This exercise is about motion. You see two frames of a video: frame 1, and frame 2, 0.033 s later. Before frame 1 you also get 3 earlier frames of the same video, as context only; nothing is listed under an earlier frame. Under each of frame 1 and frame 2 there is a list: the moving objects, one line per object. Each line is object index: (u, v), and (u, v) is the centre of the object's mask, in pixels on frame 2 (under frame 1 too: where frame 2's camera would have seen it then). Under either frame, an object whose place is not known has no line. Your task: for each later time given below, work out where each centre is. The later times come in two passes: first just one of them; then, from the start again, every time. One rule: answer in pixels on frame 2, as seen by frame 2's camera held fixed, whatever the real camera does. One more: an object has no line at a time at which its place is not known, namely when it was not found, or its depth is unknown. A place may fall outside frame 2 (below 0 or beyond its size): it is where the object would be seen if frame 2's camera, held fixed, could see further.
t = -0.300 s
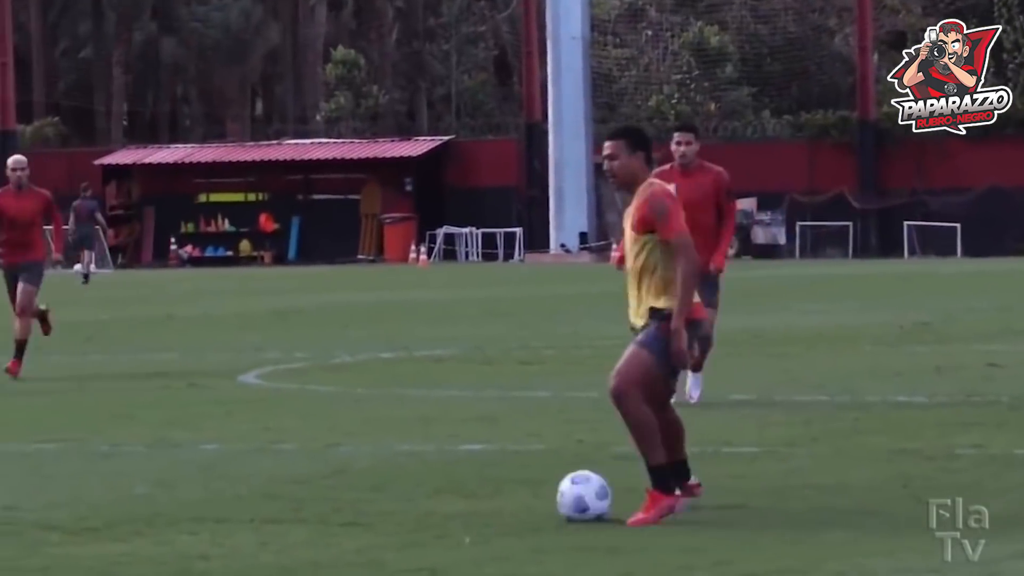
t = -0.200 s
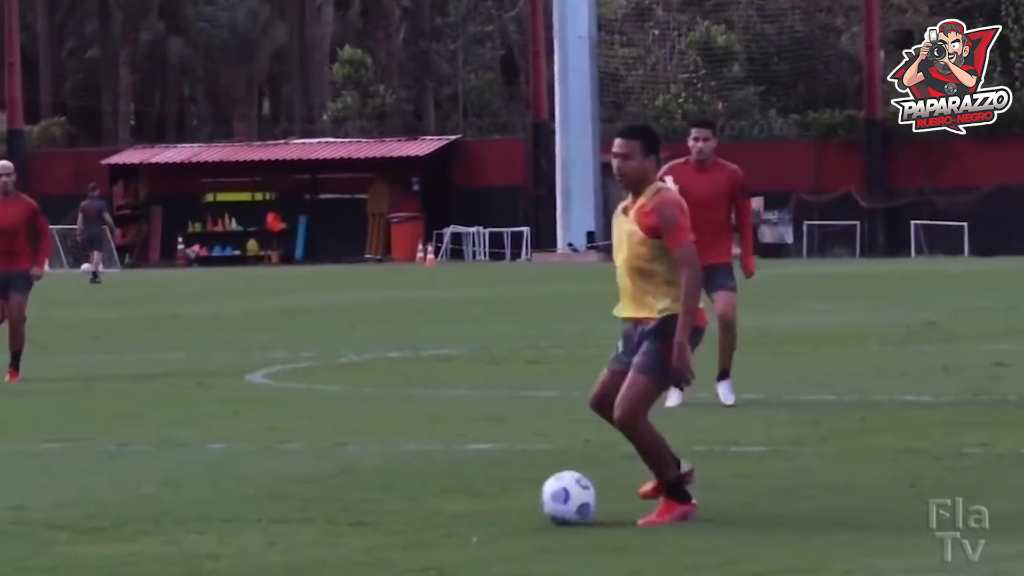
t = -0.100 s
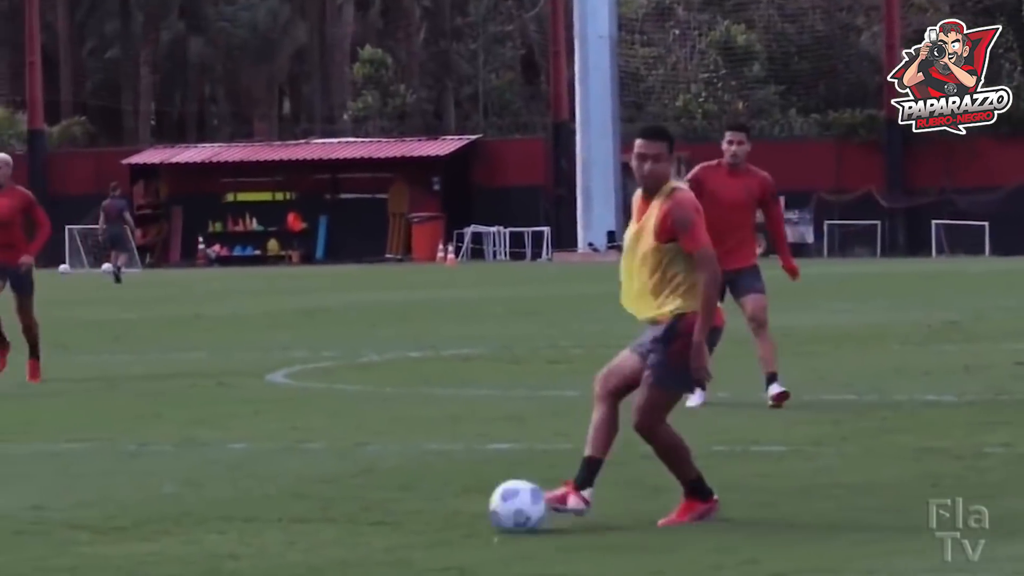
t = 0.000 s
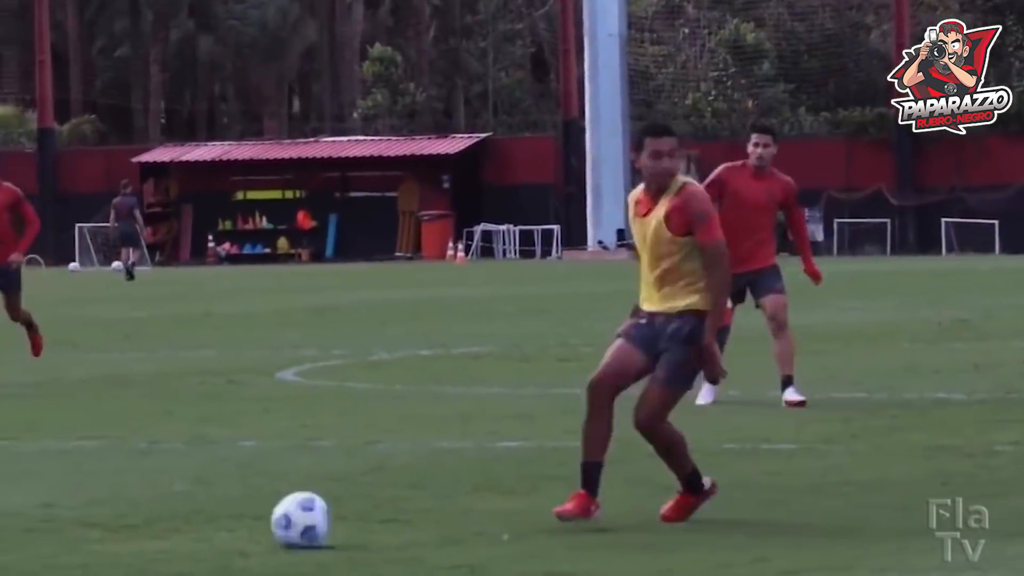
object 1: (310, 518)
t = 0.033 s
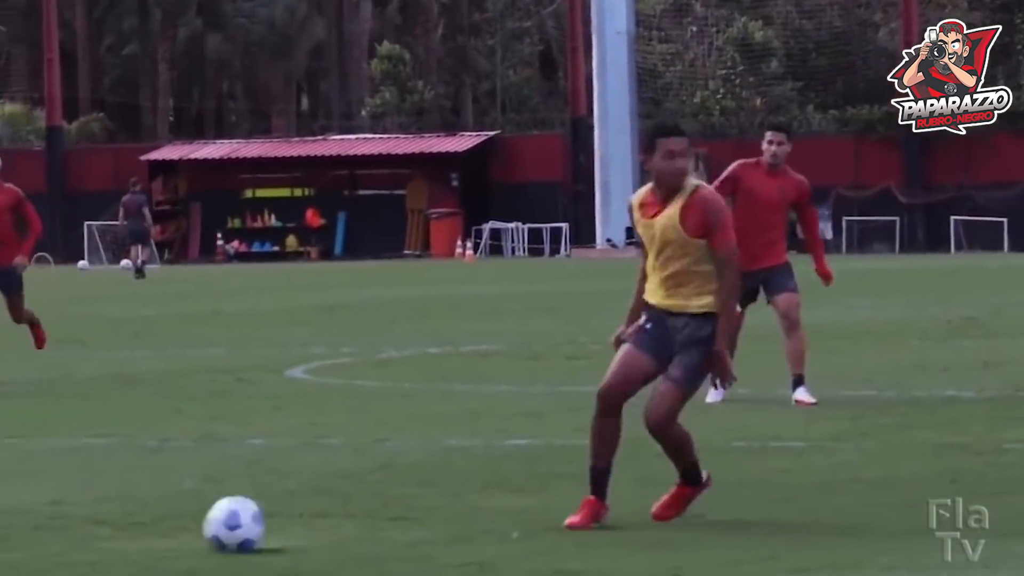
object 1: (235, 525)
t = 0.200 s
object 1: (-137, 561)
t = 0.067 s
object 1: (159, 529)
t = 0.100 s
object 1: (80, 537)
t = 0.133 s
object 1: (2, 544)
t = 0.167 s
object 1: (-74, 553)
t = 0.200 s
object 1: (-137, 561)
